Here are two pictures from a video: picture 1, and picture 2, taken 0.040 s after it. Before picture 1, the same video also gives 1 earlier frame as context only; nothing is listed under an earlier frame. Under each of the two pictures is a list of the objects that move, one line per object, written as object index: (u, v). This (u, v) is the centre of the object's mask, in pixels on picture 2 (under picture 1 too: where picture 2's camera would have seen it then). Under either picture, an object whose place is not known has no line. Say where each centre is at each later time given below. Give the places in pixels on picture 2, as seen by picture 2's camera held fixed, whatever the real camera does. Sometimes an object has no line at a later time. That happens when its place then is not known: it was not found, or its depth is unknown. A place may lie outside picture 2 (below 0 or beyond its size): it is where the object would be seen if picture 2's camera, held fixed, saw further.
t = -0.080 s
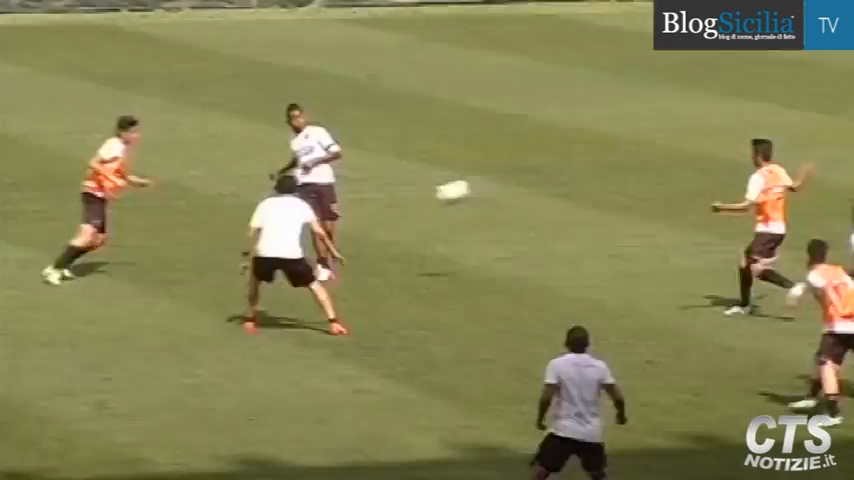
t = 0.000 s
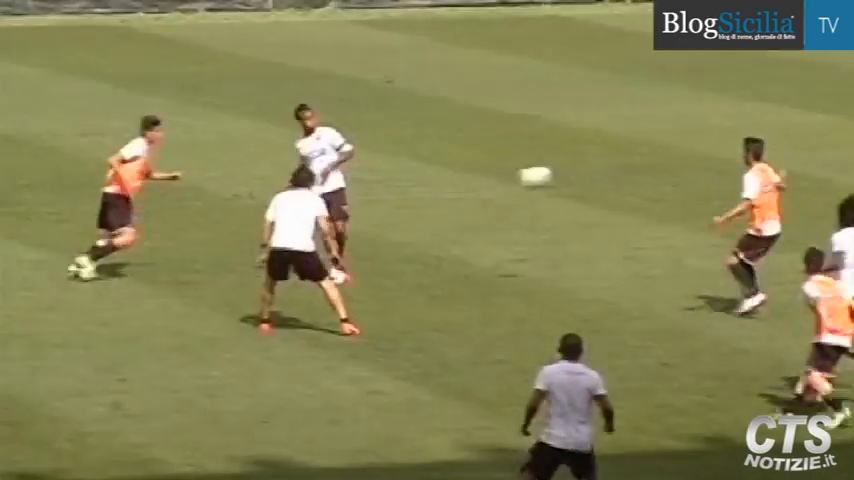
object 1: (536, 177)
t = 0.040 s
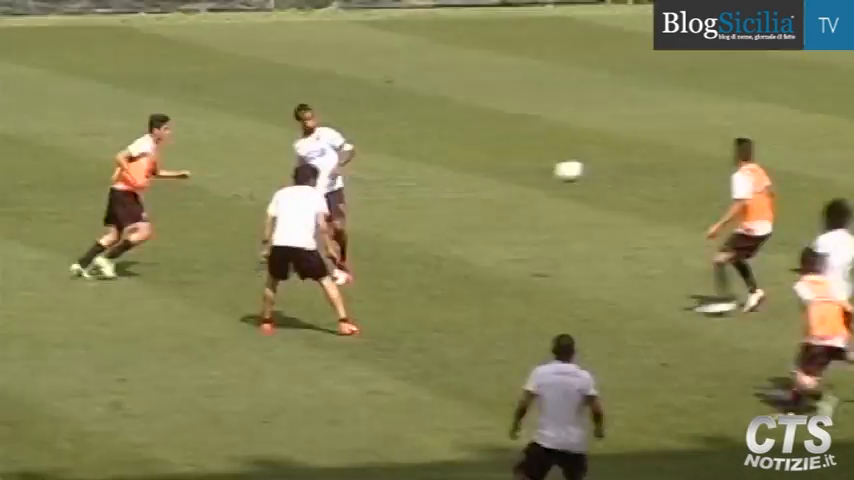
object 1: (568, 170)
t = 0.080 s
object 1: (599, 165)
